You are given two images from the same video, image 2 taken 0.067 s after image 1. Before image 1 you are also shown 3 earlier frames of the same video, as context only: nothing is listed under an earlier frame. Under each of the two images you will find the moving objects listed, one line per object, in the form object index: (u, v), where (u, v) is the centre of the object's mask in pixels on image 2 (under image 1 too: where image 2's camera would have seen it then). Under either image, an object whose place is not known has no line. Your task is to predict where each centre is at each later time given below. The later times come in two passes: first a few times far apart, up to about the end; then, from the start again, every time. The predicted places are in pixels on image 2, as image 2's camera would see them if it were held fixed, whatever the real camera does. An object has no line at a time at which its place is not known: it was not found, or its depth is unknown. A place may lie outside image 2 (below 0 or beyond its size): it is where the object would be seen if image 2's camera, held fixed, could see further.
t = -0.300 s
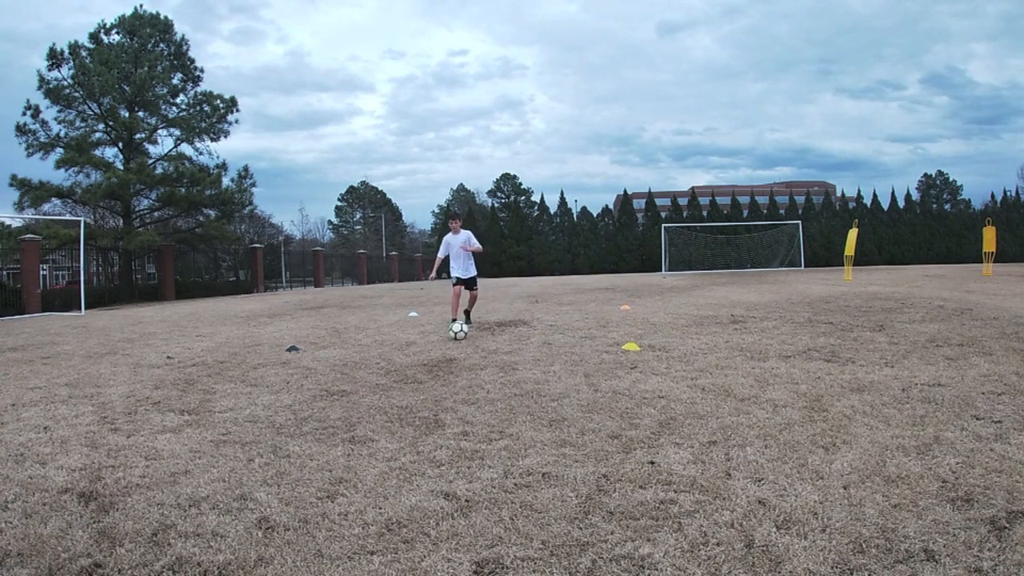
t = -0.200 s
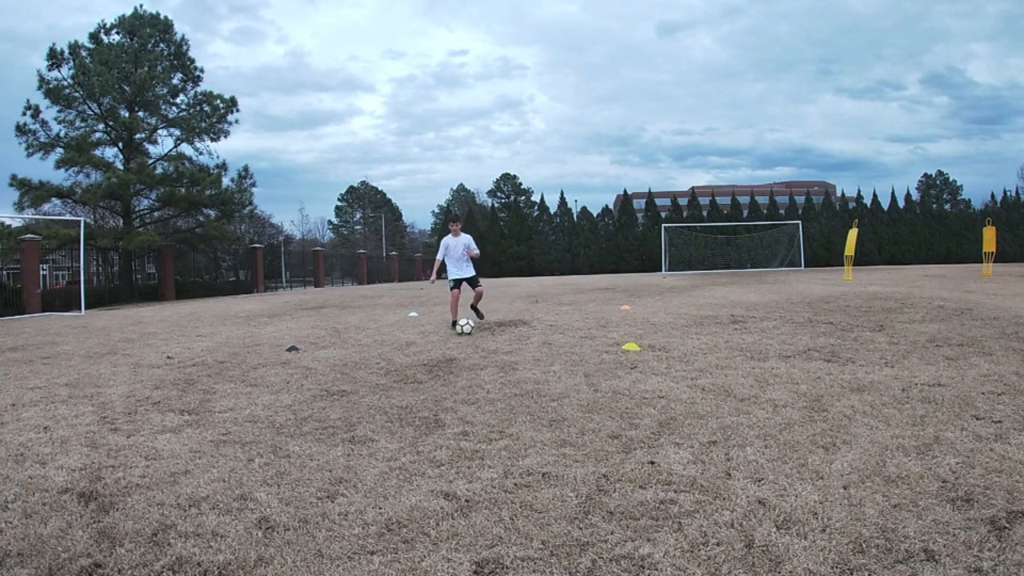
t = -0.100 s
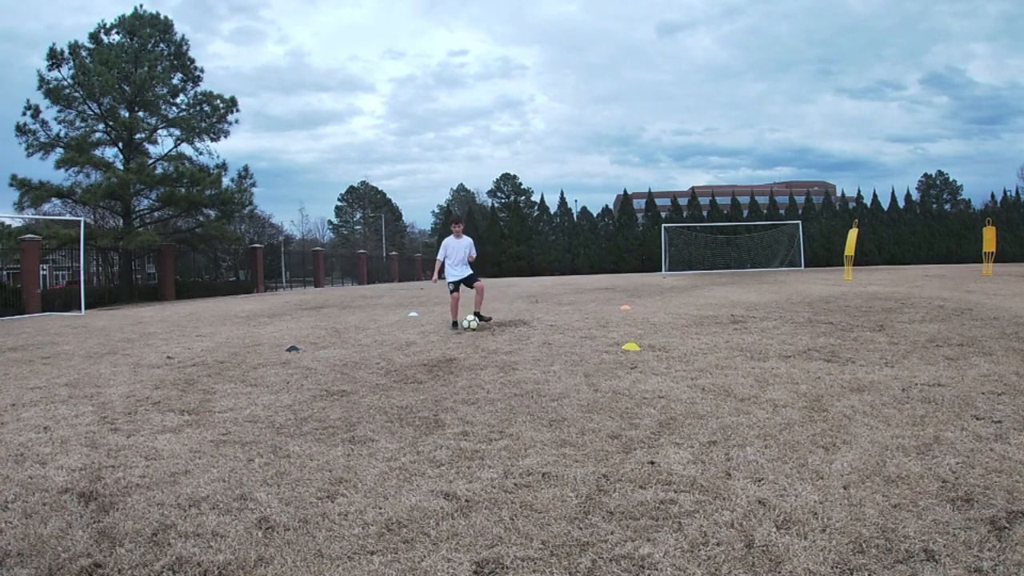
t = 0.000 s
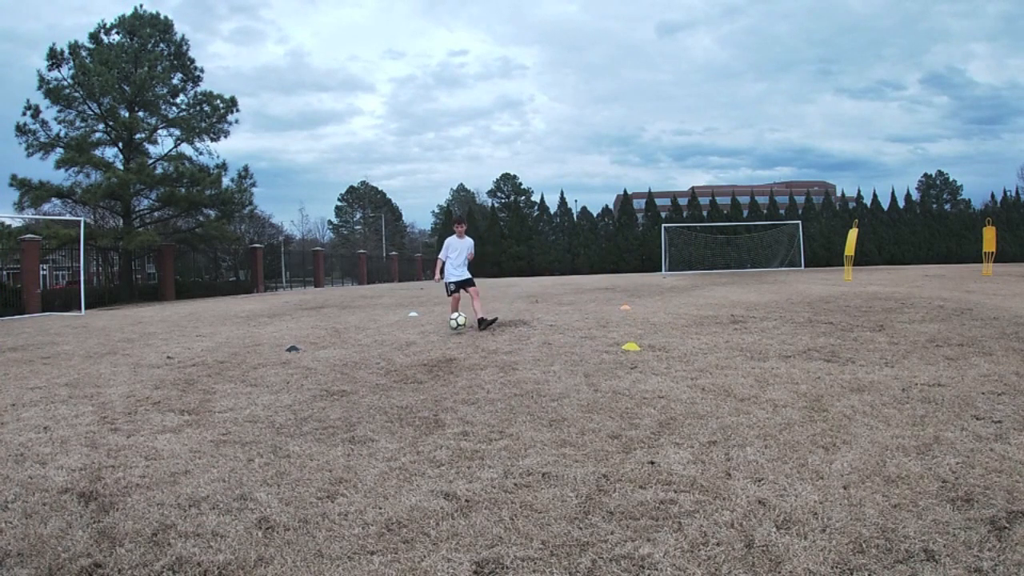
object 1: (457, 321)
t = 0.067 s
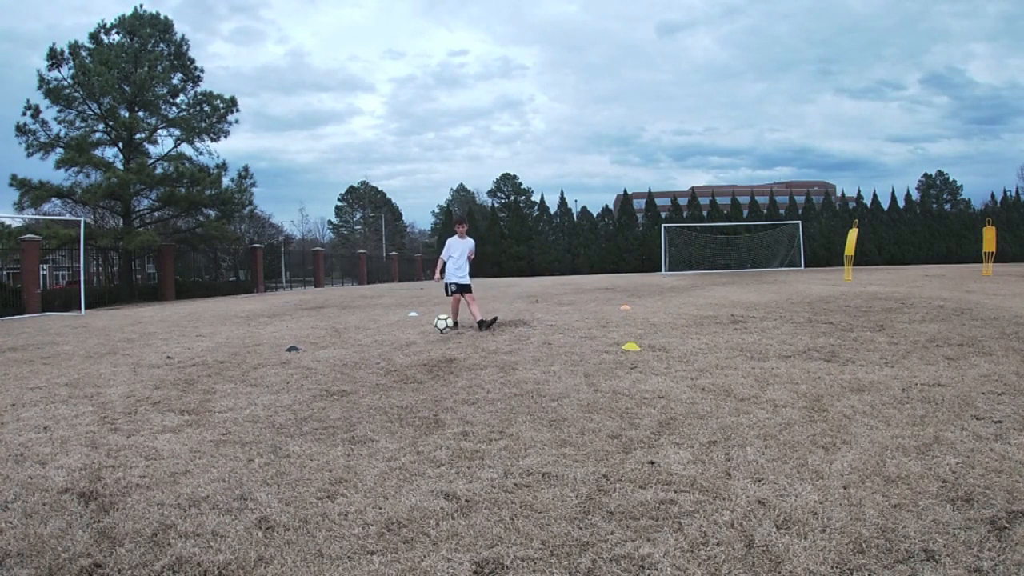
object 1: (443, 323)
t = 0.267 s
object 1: (390, 347)
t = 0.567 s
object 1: (296, 378)
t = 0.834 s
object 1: (208, 412)
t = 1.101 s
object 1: (100, 444)
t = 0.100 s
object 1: (435, 327)
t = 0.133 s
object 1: (427, 331)
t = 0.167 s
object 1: (418, 337)
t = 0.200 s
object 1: (408, 345)
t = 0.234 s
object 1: (399, 348)
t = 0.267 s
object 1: (390, 347)
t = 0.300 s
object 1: (381, 348)
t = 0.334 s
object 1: (371, 350)
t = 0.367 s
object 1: (361, 354)
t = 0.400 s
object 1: (351, 359)
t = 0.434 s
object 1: (339, 366)
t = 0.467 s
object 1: (327, 373)
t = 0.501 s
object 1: (318, 374)
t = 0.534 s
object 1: (307, 374)
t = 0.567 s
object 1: (296, 378)
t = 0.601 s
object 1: (286, 382)
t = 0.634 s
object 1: (275, 387)
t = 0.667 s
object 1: (264, 394)
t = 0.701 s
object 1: (253, 395)
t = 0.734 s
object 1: (241, 397)
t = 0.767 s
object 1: (231, 401)
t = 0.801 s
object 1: (220, 406)
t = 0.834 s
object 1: (208, 412)
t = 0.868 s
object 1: (195, 414)
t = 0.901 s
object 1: (183, 418)
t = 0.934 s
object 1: (171, 422)
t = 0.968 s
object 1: (156, 427)
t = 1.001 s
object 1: (144, 431)
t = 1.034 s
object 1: (129, 435)
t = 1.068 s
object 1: (115, 440)
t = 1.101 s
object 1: (100, 444)
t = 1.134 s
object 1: (85, 447)
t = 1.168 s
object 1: (71, 451)
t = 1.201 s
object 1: (55, 456)
